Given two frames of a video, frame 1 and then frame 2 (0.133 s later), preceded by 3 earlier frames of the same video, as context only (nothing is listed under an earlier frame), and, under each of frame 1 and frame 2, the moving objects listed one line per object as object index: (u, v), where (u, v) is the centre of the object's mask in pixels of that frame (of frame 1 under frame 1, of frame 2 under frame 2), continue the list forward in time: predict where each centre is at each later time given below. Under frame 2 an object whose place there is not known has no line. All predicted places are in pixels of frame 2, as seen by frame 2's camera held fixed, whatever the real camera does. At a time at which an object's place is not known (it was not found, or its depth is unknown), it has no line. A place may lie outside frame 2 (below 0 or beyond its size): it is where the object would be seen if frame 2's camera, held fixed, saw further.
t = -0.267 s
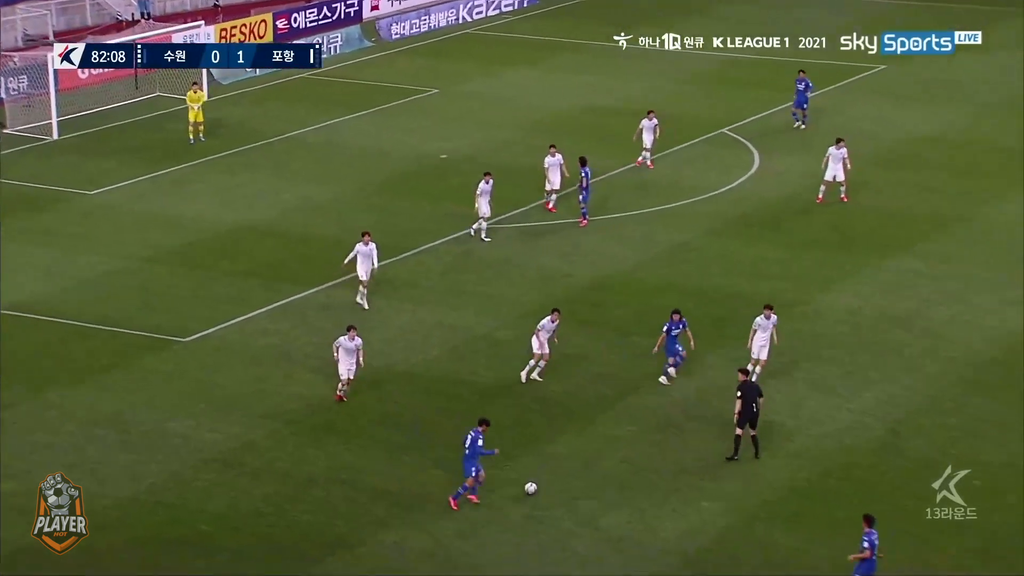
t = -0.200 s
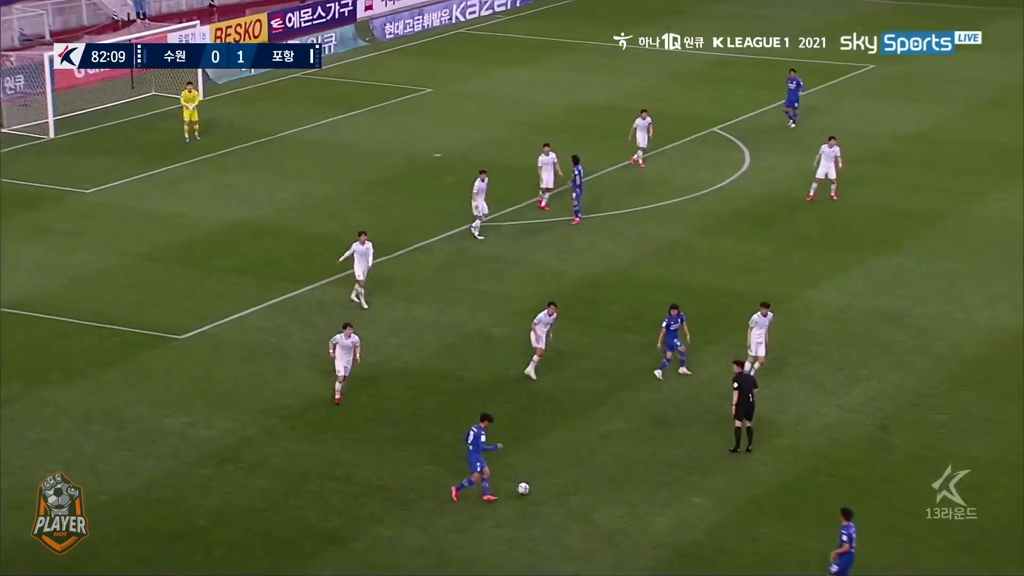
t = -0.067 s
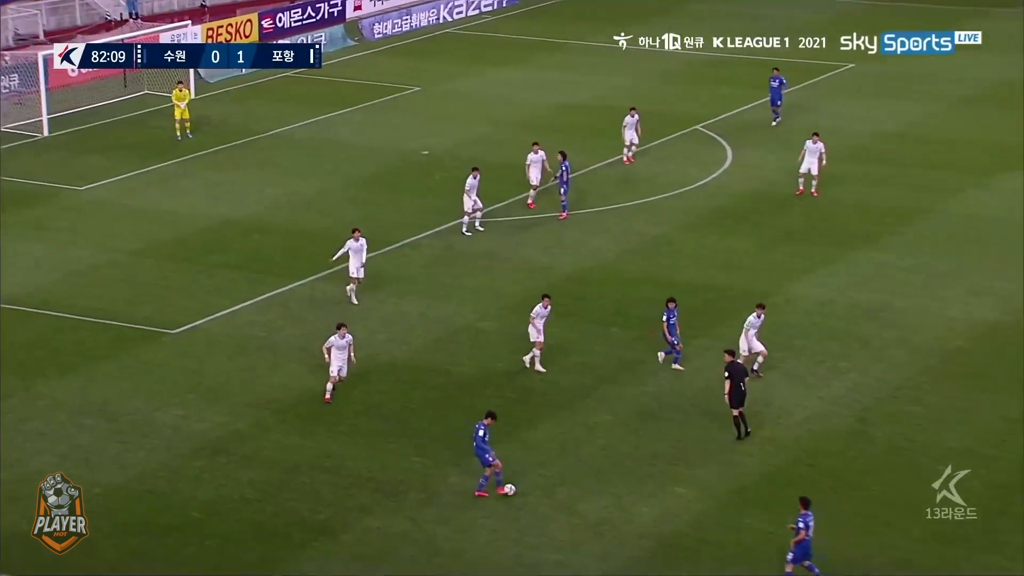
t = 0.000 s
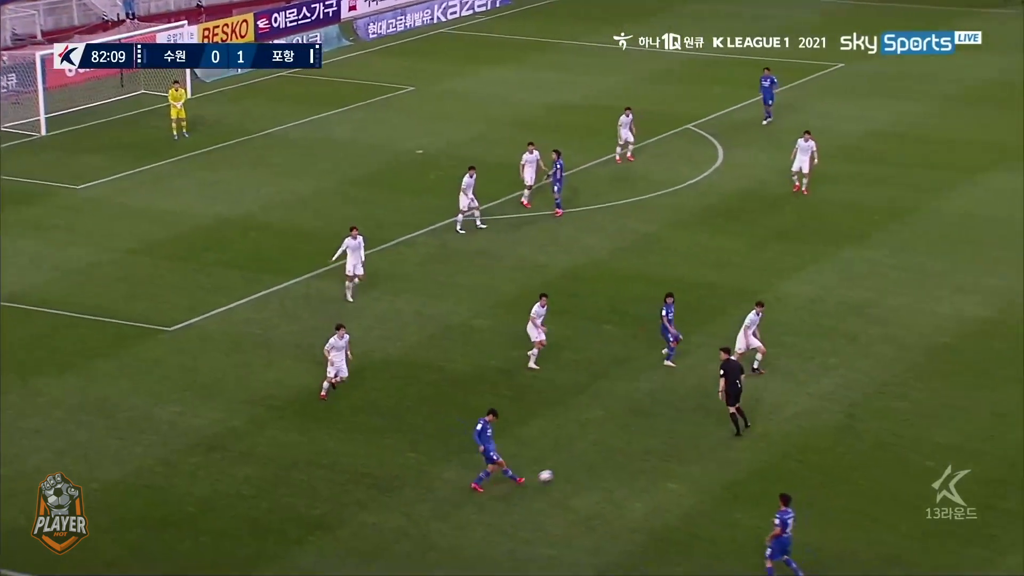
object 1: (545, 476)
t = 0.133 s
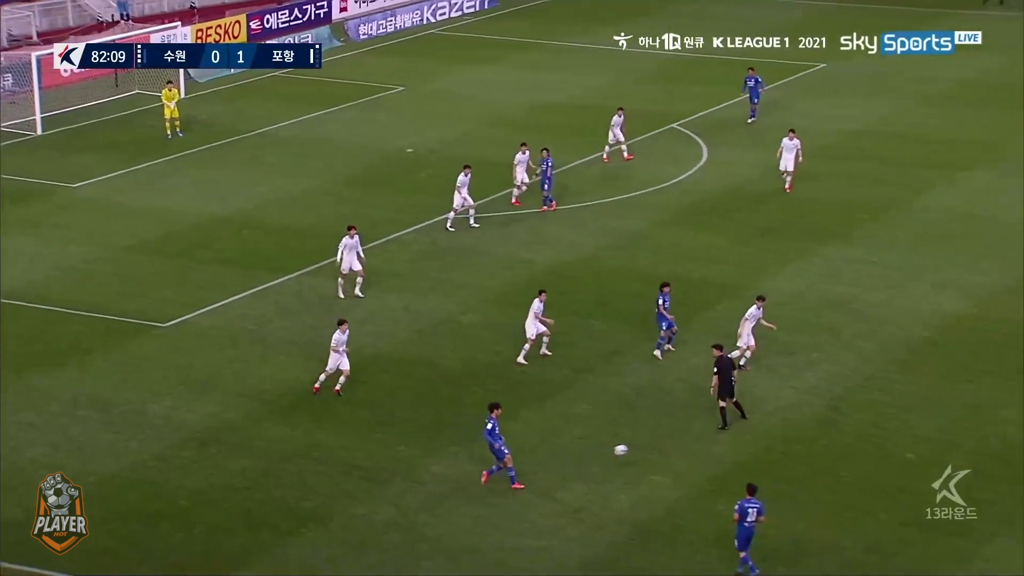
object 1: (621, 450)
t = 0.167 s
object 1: (641, 447)
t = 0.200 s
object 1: (663, 445)
